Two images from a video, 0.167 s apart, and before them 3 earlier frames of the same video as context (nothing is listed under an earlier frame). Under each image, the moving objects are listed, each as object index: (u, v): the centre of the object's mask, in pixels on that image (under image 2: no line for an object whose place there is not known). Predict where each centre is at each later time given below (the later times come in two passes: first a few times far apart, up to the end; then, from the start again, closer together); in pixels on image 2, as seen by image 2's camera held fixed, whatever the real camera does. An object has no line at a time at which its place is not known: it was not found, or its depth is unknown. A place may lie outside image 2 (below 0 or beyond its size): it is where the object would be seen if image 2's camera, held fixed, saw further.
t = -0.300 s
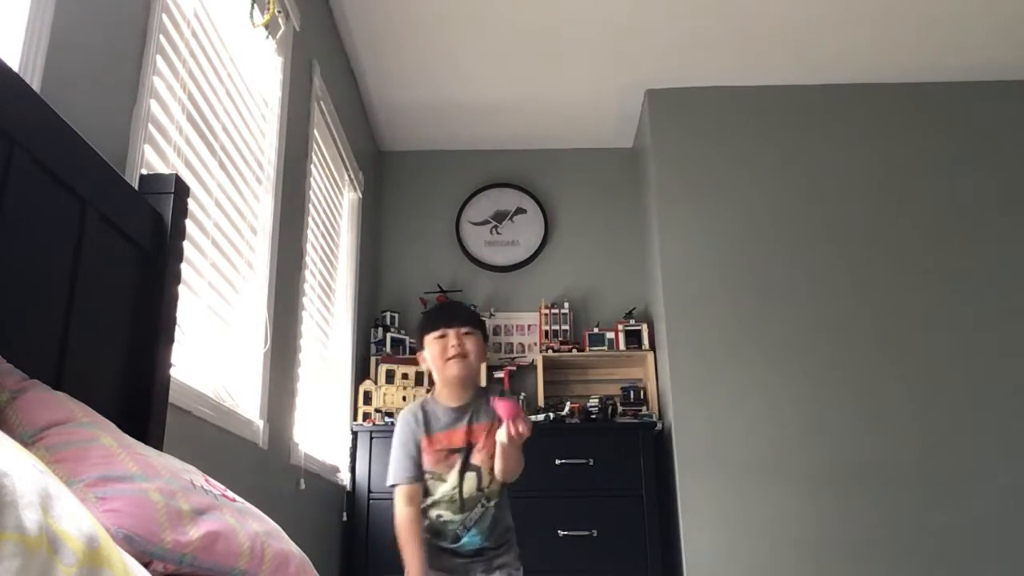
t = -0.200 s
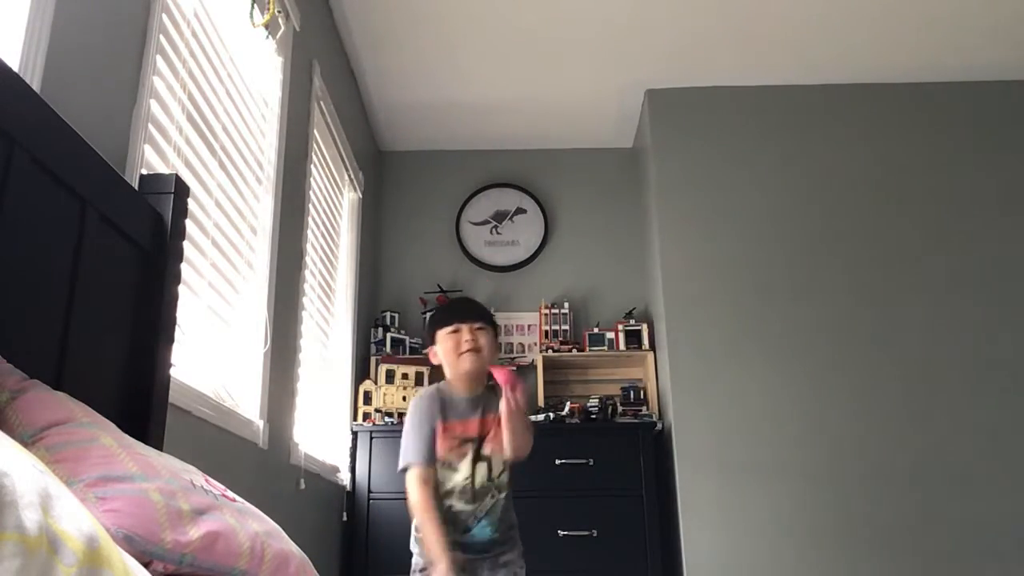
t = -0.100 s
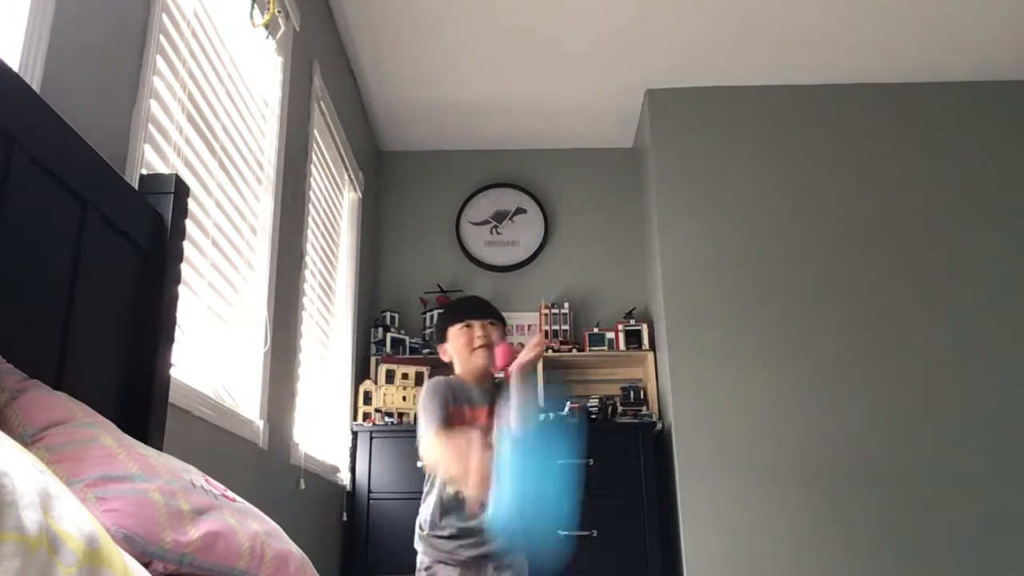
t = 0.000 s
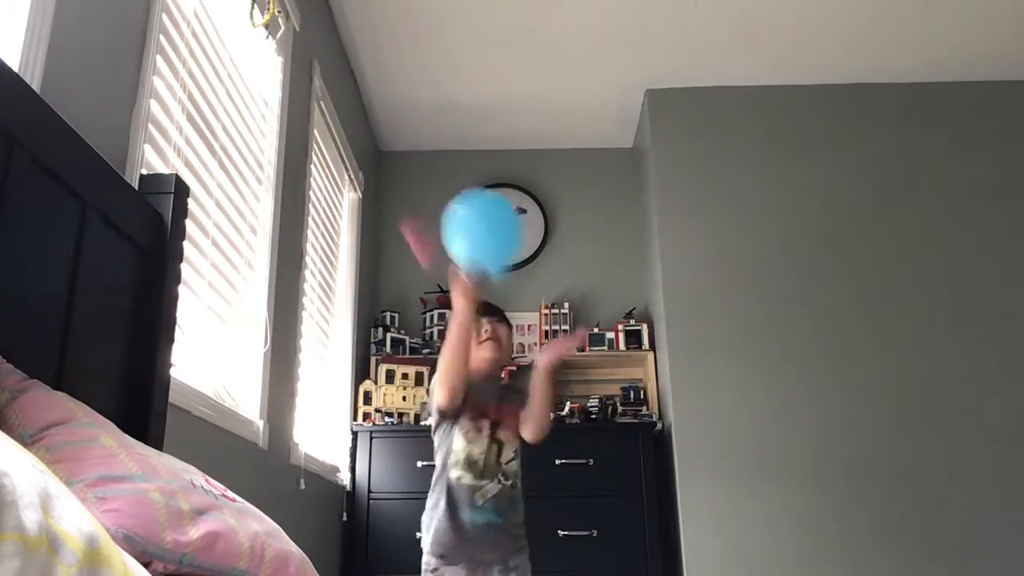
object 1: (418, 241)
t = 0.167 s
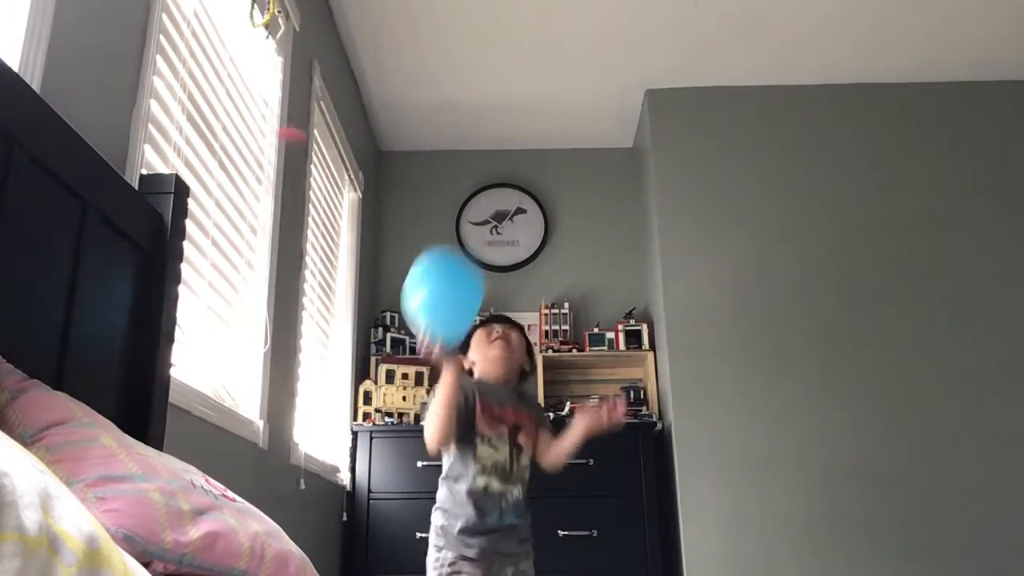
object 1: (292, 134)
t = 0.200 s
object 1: (275, 130)
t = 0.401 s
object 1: (280, 139)
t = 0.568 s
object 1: (279, 252)
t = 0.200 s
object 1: (275, 130)
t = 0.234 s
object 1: (275, 123)
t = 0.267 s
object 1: (276, 118)
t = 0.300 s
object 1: (277, 117)
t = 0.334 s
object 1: (278, 121)
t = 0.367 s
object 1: (279, 128)
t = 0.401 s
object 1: (280, 139)
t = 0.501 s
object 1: (280, 194)
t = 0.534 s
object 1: (280, 222)
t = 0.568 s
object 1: (279, 252)
